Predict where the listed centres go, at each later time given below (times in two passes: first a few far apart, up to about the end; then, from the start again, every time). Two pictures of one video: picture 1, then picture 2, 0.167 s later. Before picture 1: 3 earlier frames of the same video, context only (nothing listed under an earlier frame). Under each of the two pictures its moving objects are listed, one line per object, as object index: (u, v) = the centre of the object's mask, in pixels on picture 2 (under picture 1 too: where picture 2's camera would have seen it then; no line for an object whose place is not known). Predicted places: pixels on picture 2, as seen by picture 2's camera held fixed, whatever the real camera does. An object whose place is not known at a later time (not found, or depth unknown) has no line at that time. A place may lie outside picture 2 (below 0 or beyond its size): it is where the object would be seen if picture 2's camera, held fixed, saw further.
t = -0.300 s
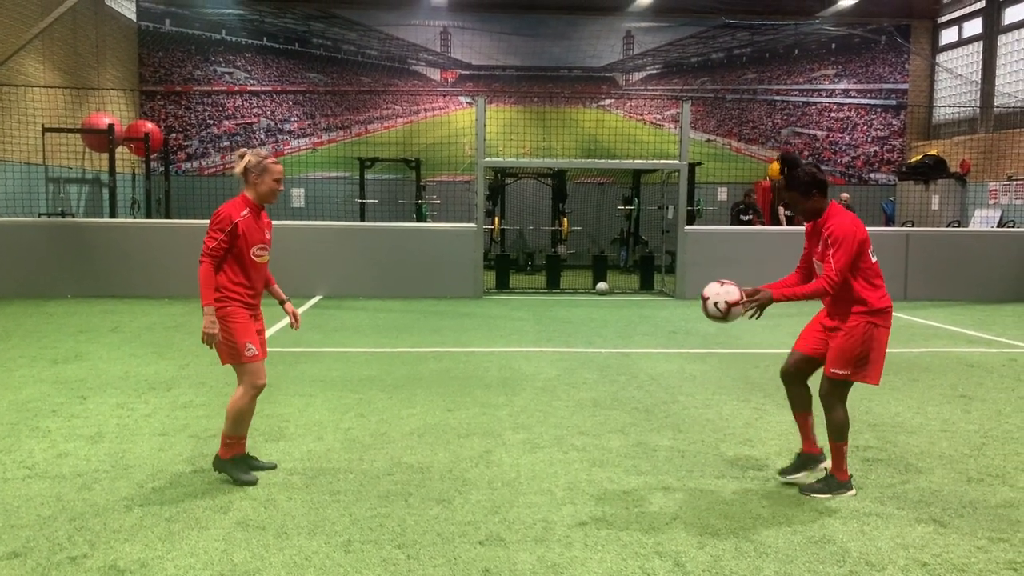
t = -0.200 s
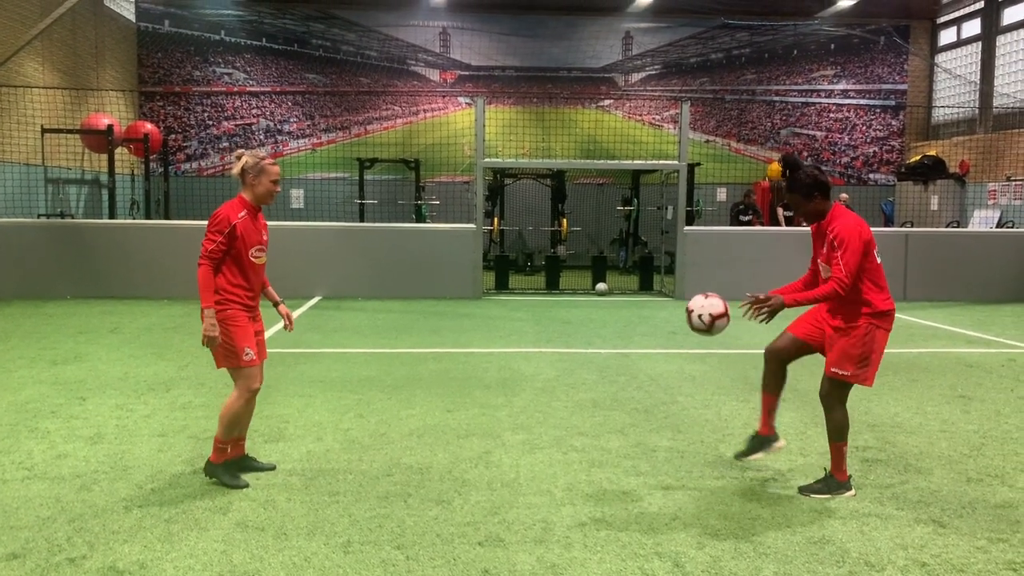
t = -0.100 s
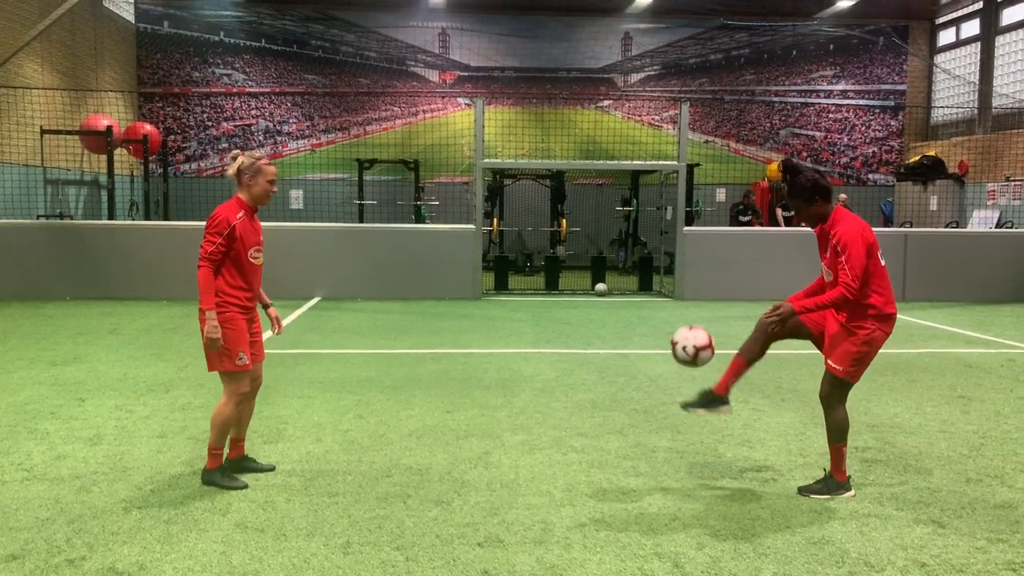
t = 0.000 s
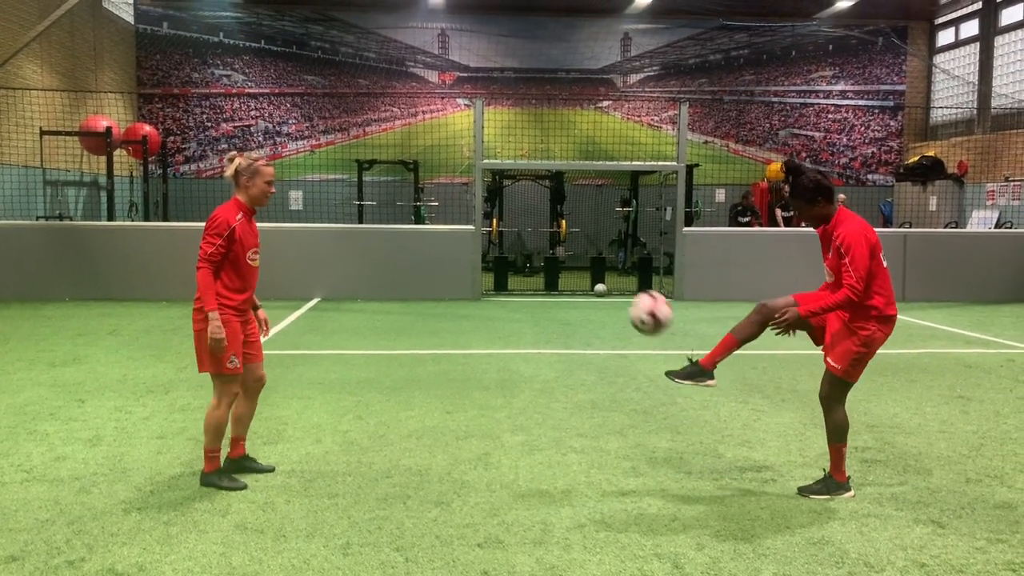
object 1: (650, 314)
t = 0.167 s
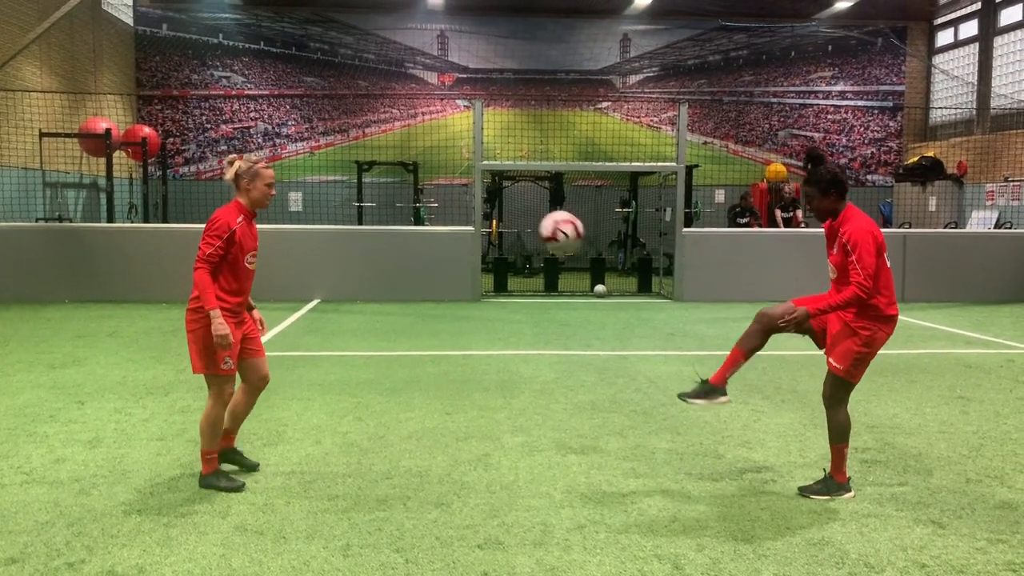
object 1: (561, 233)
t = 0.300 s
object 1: (490, 204)
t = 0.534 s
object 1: (368, 237)
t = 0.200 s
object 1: (543, 222)
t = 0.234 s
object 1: (526, 214)
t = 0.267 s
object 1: (507, 208)
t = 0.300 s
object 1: (490, 204)
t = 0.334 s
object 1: (474, 203)
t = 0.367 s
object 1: (455, 203)
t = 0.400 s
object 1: (438, 206)
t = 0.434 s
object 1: (420, 211)
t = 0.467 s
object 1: (402, 218)
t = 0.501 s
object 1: (386, 226)
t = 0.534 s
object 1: (368, 237)
